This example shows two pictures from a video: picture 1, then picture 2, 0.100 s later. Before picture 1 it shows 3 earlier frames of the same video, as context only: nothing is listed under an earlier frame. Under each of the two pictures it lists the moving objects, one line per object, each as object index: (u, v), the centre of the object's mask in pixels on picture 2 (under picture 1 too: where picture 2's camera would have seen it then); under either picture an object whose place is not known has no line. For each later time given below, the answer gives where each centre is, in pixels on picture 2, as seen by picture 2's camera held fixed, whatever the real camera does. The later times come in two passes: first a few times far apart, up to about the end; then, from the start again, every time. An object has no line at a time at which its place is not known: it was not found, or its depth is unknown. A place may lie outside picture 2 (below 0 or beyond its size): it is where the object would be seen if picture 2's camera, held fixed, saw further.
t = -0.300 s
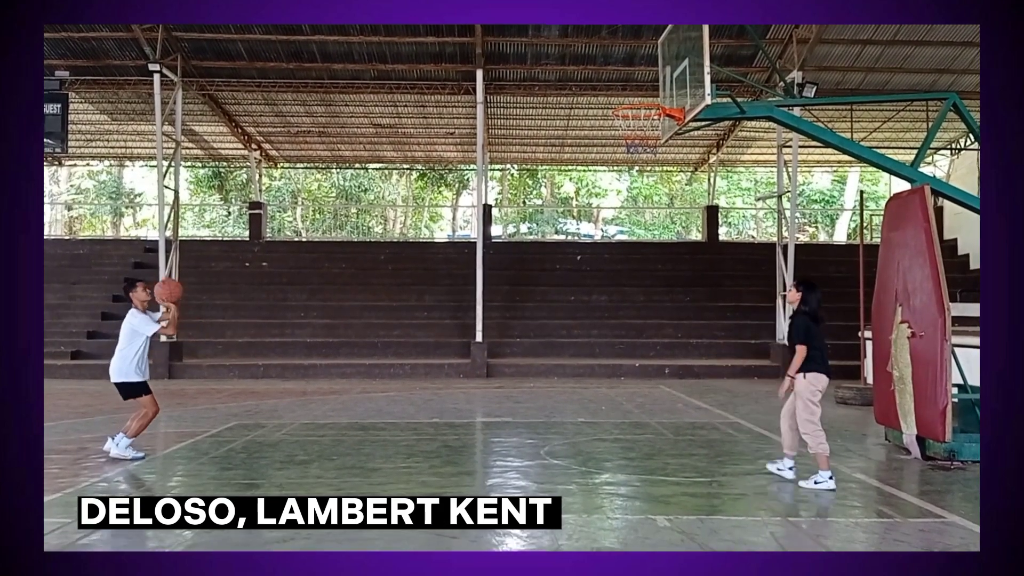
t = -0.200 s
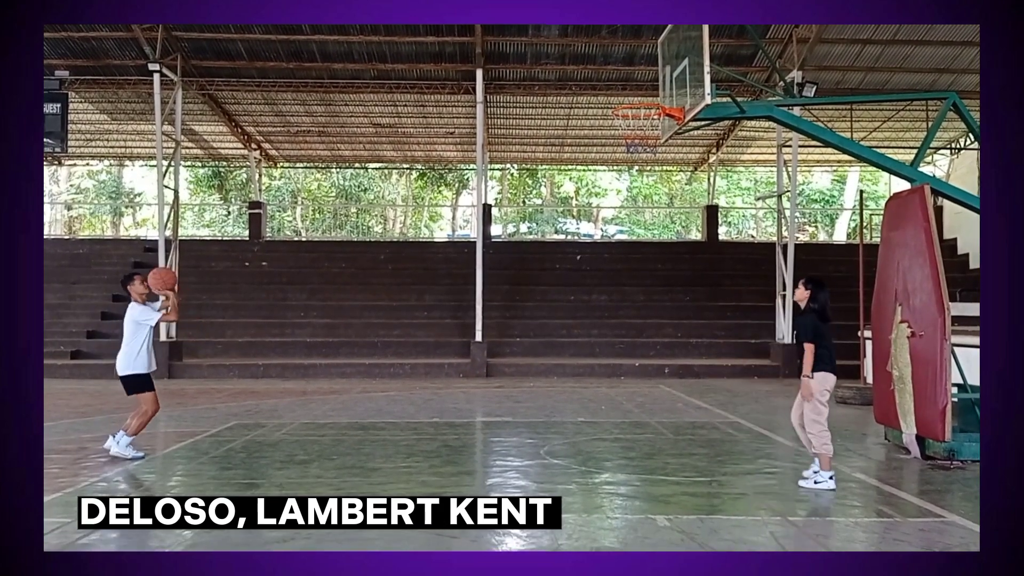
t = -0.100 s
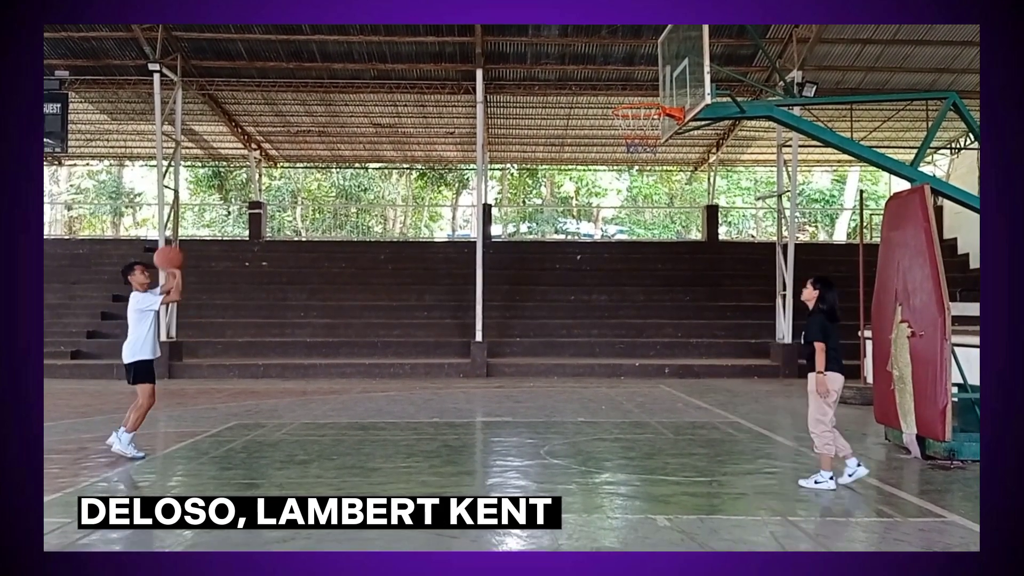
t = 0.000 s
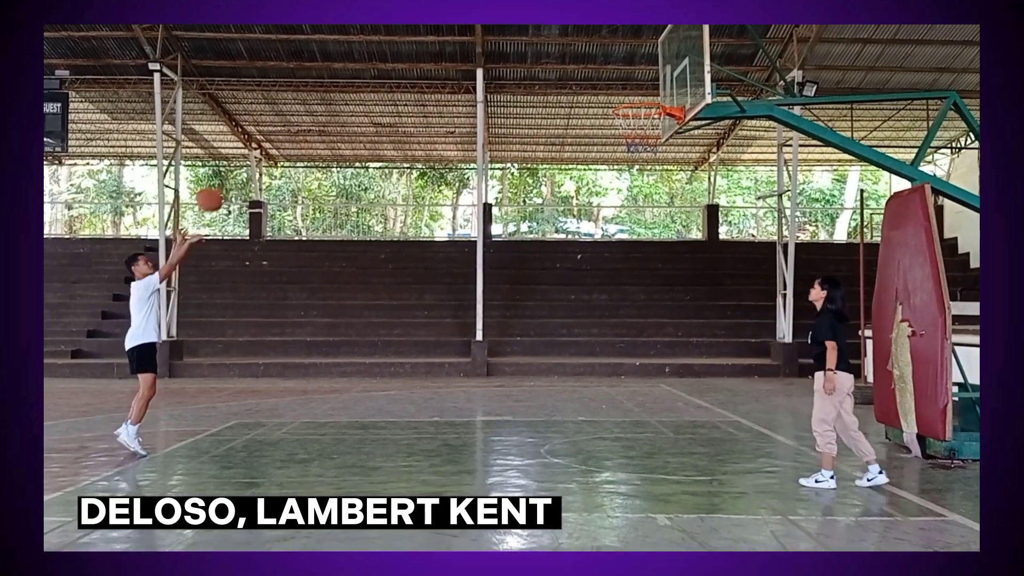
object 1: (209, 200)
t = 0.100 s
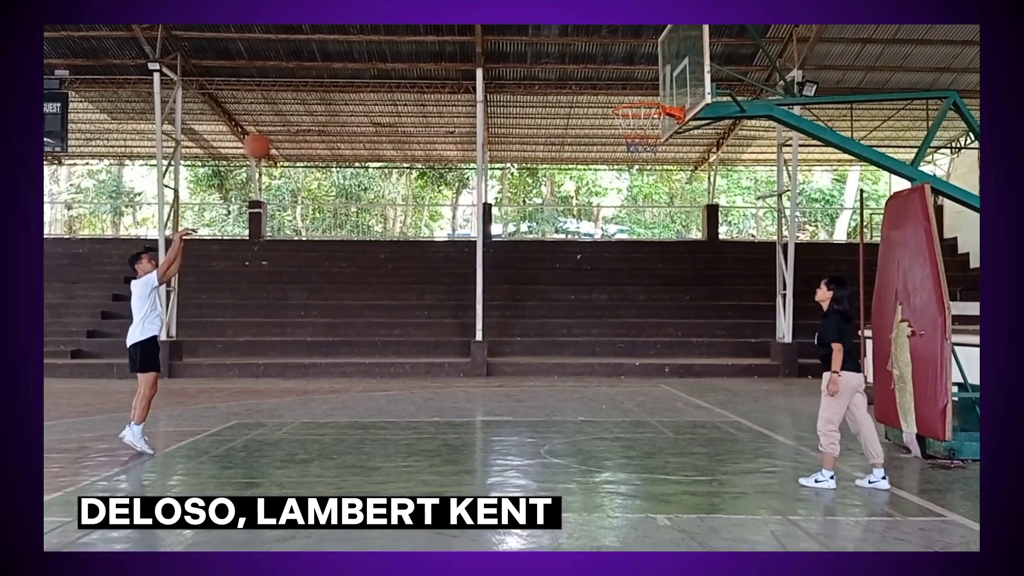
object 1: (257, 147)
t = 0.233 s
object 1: (320, 91)
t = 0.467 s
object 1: (429, 39)
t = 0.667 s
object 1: (519, 39)
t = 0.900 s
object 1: (625, 93)
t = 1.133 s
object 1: (661, 144)
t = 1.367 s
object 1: (655, 207)
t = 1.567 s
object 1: (651, 310)
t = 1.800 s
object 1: (643, 415)
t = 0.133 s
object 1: (273, 130)
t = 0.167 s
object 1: (289, 116)
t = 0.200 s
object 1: (304, 103)
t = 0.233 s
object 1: (320, 91)
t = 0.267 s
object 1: (336, 80)
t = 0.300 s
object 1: (352, 71)
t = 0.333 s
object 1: (367, 62)
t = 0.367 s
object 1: (382, 54)
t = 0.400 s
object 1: (398, 48)
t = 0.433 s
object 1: (413, 43)
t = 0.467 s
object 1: (429, 39)
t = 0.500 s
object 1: (444, 37)
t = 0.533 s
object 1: (459, 36)
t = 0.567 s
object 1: (474, 35)
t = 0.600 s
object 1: (489, 35)
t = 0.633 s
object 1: (504, 37)
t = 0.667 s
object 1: (519, 39)
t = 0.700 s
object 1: (535, 44)
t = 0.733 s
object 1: (550, 49)
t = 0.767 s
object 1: (565, 56)
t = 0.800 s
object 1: (579, 64)
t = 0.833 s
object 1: (595, 73)
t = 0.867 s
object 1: (610, 82)
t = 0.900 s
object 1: (625, 93)
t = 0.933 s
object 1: (641, 104)
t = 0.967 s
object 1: (655, 121)
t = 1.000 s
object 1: (663, 133)
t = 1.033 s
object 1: (664, 136)
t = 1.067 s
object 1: (663, 137)
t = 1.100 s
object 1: (662, 140)
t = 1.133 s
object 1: (661, 144)
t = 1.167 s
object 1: (661, 150)
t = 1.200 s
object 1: (659, 157)
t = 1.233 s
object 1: (659, 164)
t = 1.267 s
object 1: (658, 173)
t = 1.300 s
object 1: (657, 183)
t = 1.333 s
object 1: (656, 195)
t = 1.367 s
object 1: (655, 207)
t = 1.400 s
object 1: (654, 222)
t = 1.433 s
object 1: (653, 238)
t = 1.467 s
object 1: (653, 254)
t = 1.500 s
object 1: (652, 271)
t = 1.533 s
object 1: (651, 290)
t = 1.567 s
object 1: (651, 310)
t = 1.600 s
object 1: (650, 331)
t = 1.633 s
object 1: (649, 355)
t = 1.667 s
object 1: (649, 379)
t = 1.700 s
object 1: (650, 404)
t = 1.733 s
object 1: (649, 432)
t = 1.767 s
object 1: (647, 436)
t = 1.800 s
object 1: (643, 415)
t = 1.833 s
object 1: (639, 397)
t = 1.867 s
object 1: (635, 379)
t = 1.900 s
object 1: (632, 363)
